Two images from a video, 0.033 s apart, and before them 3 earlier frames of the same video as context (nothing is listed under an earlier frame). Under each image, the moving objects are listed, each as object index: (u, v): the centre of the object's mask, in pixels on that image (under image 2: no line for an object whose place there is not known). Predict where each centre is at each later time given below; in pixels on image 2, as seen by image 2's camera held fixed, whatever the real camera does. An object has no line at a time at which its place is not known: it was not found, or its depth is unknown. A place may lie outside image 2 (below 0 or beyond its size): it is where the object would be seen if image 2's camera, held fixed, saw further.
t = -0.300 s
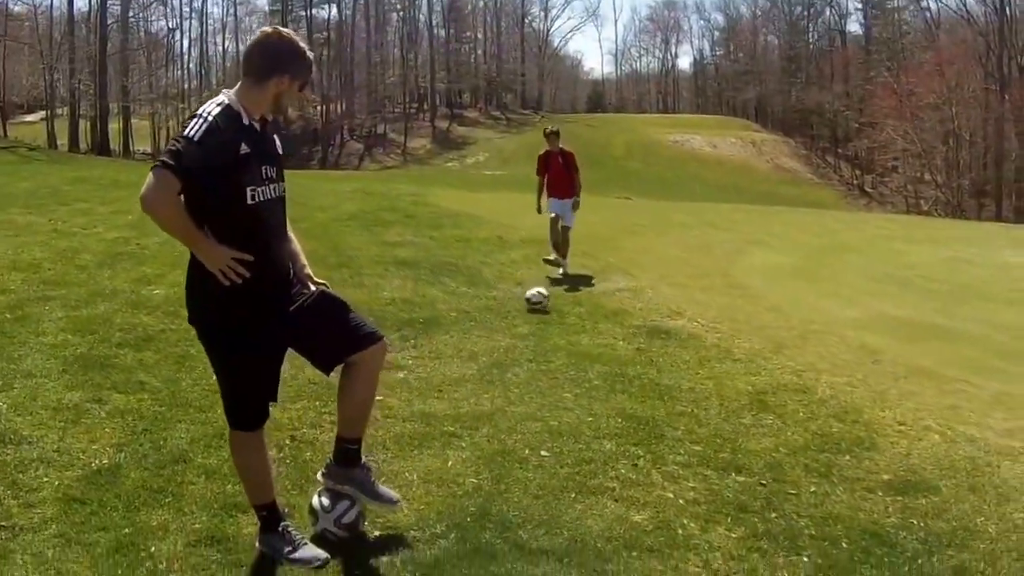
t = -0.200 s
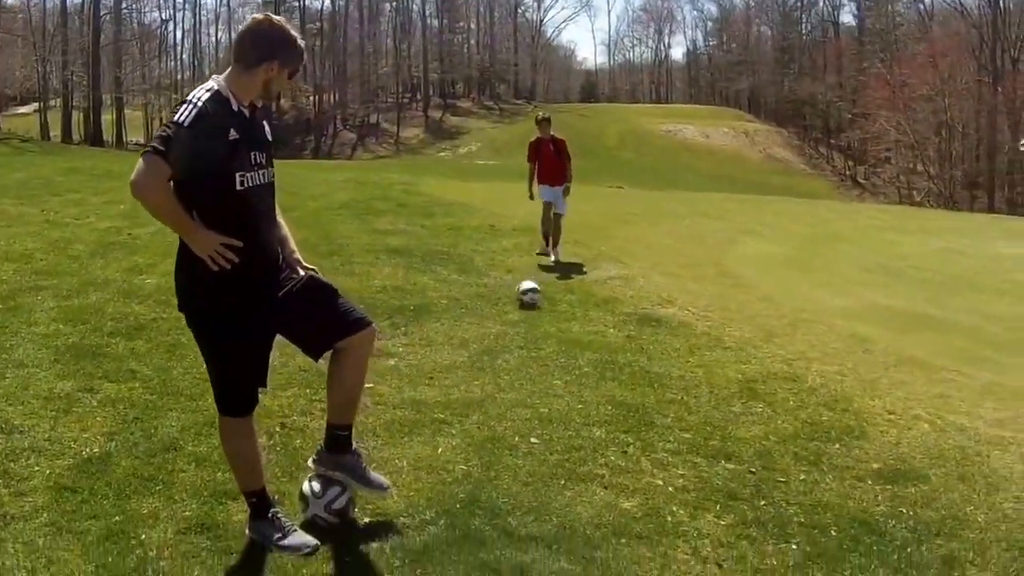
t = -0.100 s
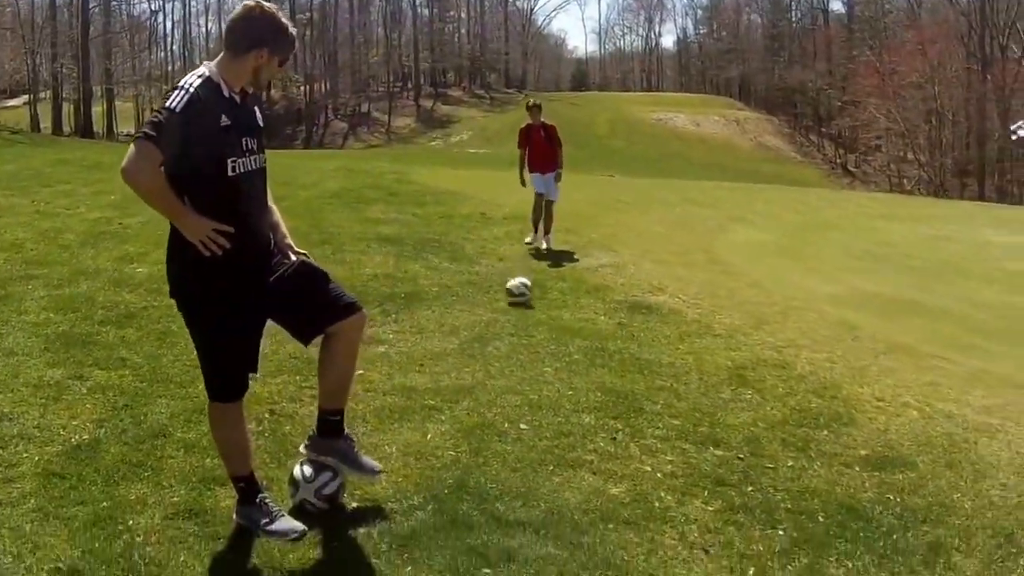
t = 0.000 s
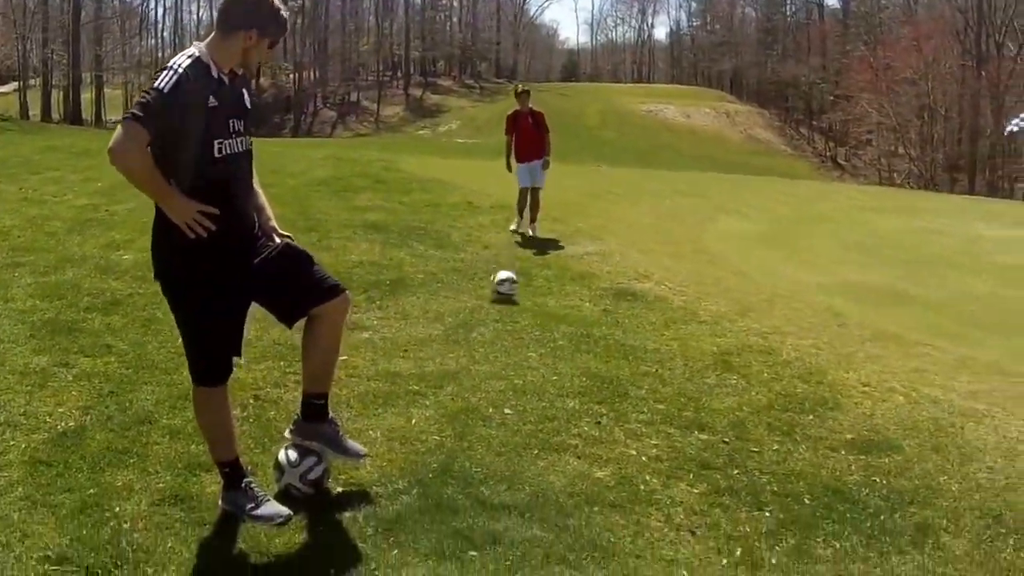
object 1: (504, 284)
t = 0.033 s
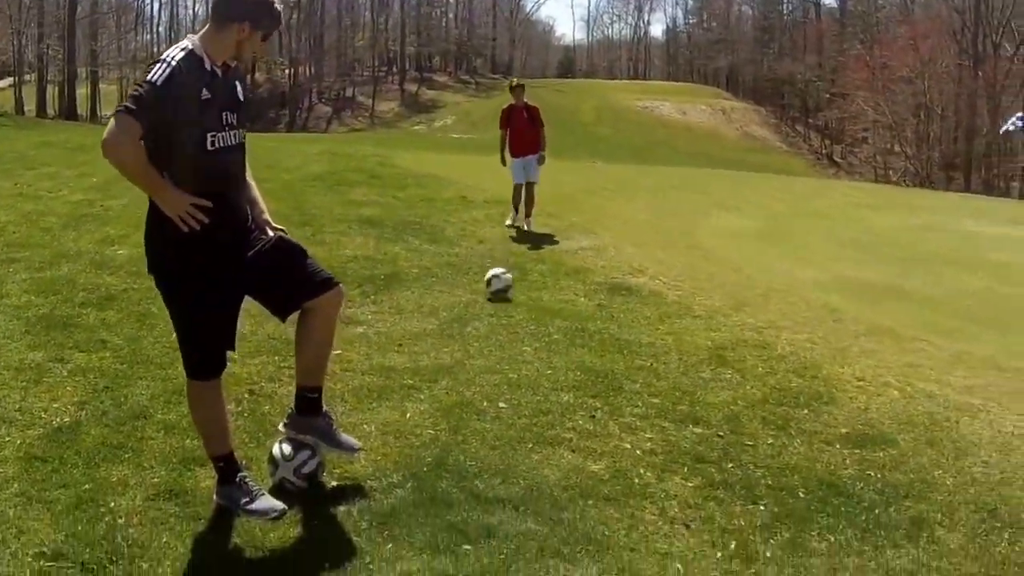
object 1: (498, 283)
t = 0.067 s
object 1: (496, 283)
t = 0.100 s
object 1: (494, 285)
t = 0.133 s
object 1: (492, 287)
